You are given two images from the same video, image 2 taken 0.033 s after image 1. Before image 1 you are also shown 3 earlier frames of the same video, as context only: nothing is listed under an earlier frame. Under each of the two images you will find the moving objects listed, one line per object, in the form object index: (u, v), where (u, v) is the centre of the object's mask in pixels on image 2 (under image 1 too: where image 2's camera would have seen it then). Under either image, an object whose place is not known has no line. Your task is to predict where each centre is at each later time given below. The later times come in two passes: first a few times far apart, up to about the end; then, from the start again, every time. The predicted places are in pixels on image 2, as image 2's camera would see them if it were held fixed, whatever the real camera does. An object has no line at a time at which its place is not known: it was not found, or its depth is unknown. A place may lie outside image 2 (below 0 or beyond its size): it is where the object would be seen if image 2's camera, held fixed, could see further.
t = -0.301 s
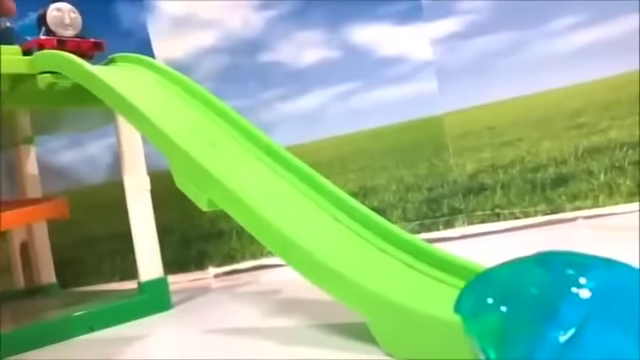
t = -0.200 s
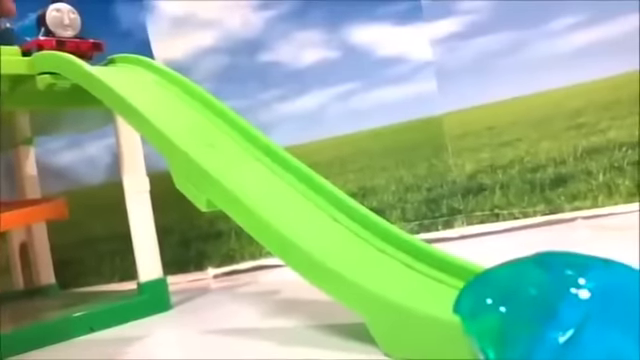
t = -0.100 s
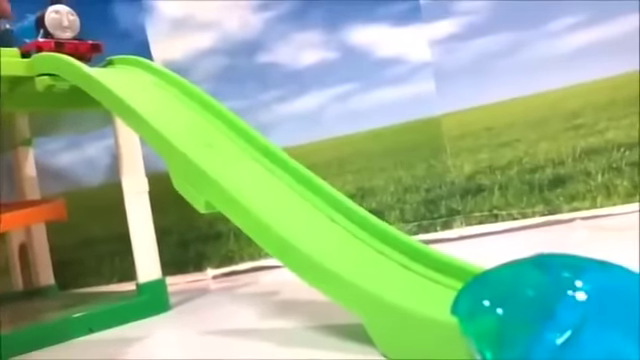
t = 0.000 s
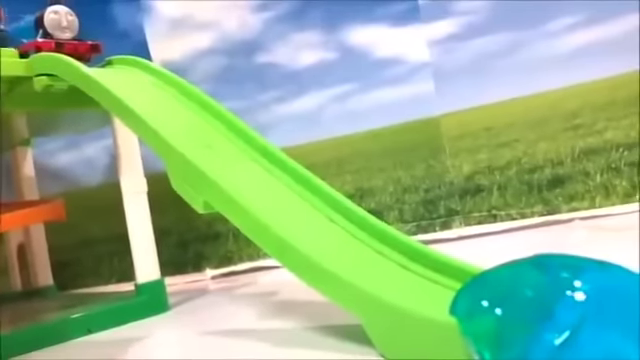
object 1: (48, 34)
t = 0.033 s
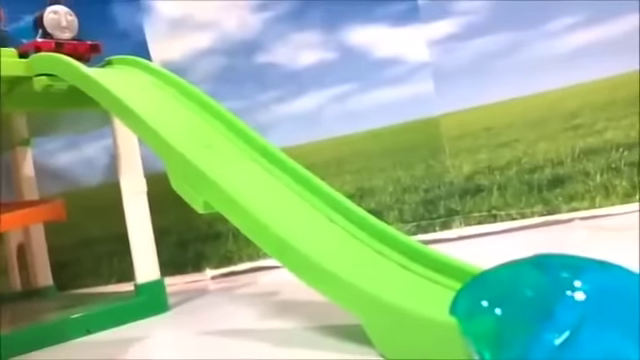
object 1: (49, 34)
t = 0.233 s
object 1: (63, 29)
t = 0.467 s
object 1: (118, 39)
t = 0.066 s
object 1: (49, 34)
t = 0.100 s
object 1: (49, 34)
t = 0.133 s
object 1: (51, 33)
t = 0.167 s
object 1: (56, 33)
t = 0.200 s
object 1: (56, 28)
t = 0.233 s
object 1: (63, 29)
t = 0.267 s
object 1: (66, 29)
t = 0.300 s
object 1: (70, 29)
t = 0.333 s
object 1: (77, 30)
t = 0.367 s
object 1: (84, 31)
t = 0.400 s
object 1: (92, 31)
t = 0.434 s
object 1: (106, 34)
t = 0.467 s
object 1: (118, 39)
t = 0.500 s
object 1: (134, 46)
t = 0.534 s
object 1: (153, 58)
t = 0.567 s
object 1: (176, 74)
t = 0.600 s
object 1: (207, 95)
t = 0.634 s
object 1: (253, 128)
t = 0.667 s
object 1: (306, 166)
